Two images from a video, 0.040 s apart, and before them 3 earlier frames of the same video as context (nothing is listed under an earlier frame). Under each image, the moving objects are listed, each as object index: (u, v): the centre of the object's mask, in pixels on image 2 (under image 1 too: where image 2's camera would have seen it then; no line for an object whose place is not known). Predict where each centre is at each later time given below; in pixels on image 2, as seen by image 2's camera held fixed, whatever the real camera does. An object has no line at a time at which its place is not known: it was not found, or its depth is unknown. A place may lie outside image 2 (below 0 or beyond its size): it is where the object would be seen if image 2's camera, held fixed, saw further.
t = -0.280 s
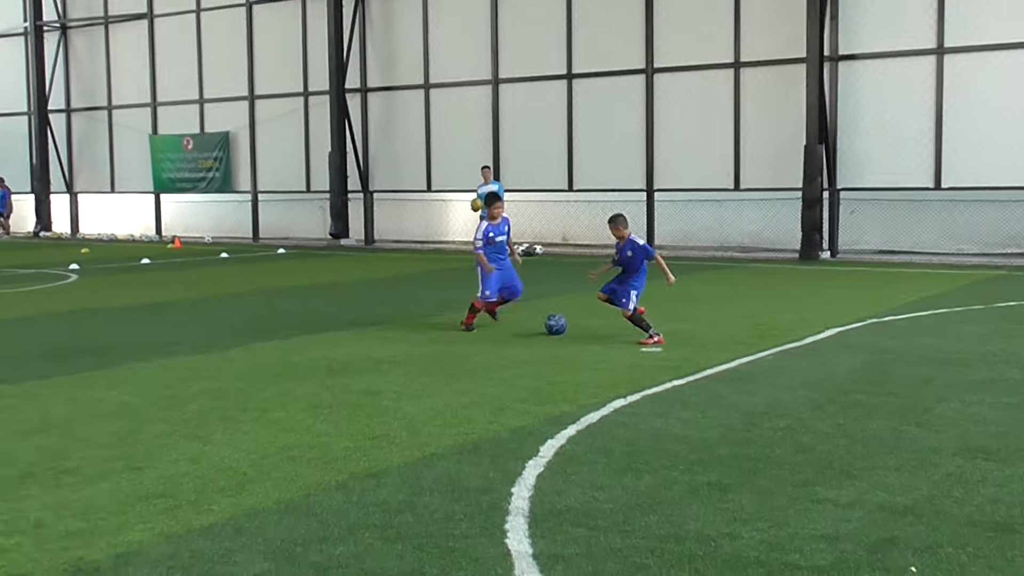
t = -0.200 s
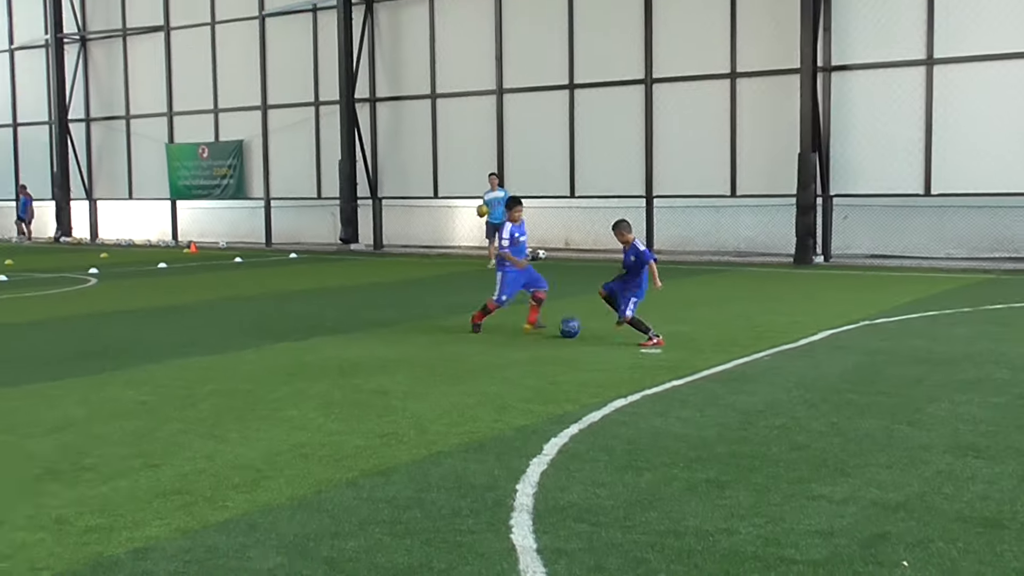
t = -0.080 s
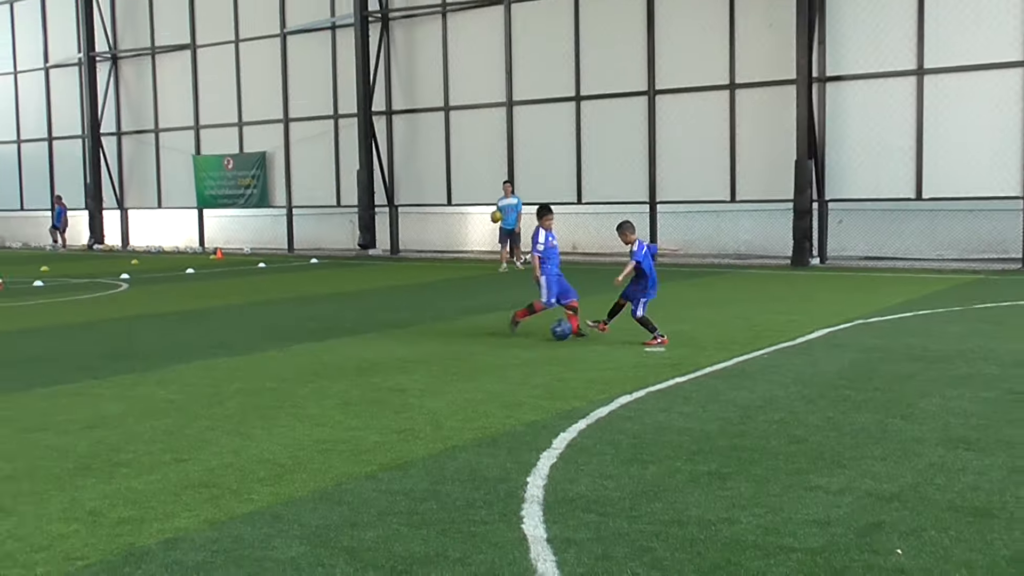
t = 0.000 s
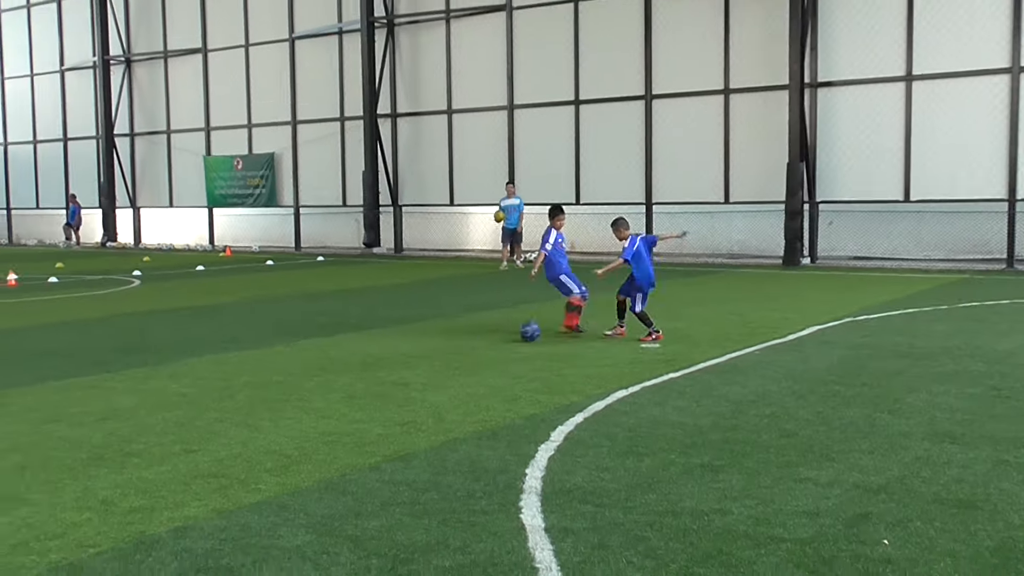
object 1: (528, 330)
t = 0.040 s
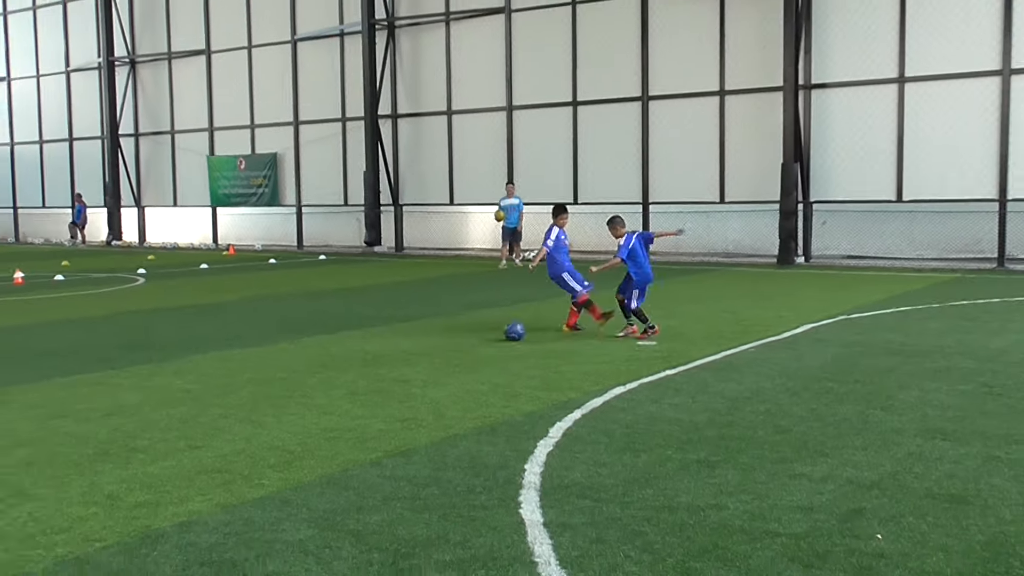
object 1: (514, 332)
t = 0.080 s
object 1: (504, 330)
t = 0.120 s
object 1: (493, 331)
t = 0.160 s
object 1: (482, 332)
